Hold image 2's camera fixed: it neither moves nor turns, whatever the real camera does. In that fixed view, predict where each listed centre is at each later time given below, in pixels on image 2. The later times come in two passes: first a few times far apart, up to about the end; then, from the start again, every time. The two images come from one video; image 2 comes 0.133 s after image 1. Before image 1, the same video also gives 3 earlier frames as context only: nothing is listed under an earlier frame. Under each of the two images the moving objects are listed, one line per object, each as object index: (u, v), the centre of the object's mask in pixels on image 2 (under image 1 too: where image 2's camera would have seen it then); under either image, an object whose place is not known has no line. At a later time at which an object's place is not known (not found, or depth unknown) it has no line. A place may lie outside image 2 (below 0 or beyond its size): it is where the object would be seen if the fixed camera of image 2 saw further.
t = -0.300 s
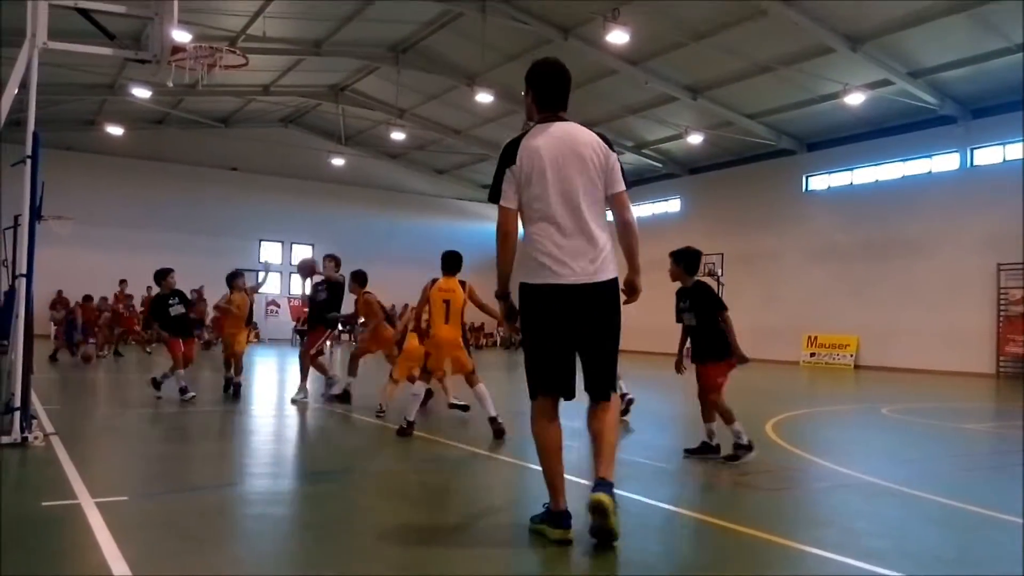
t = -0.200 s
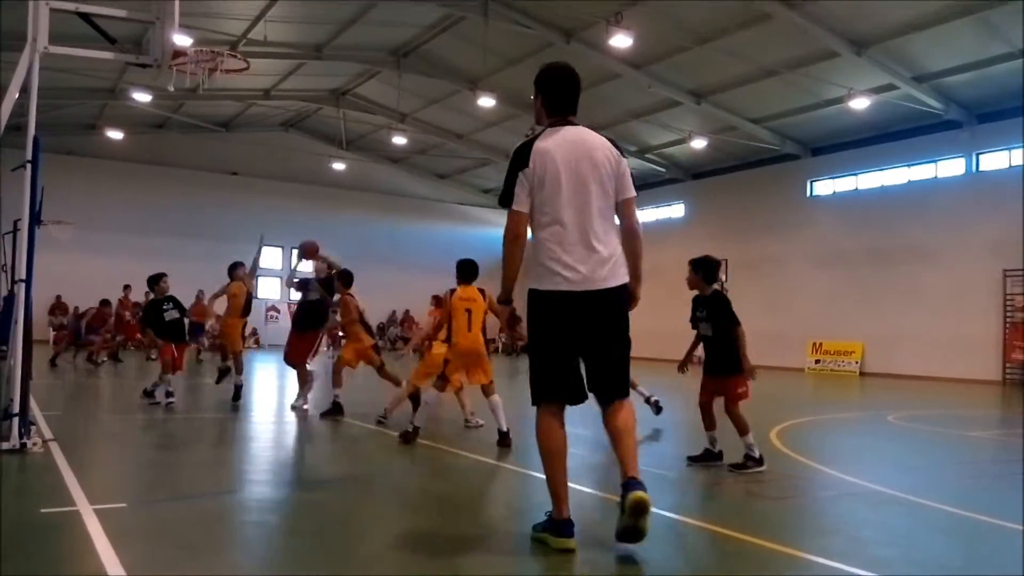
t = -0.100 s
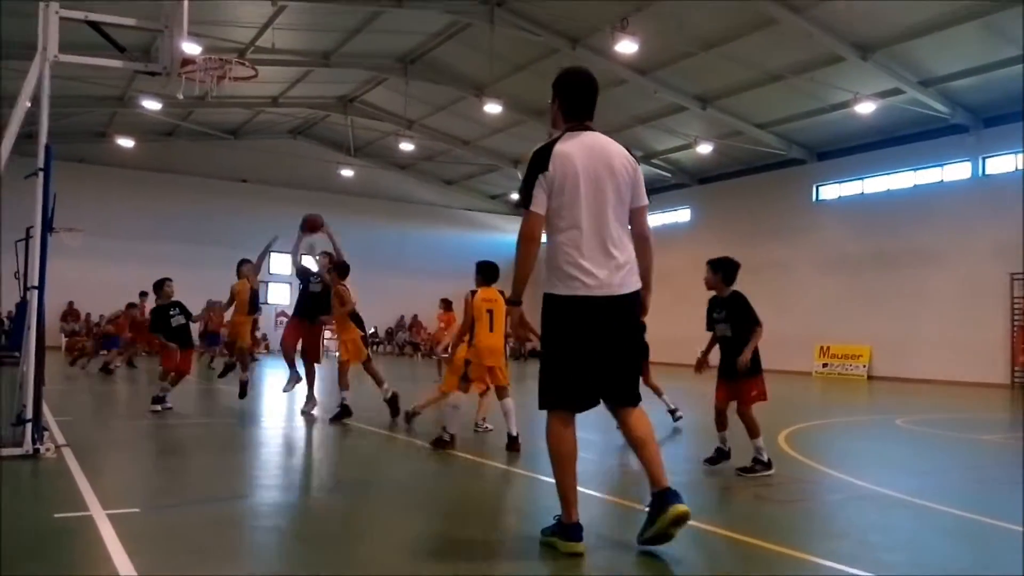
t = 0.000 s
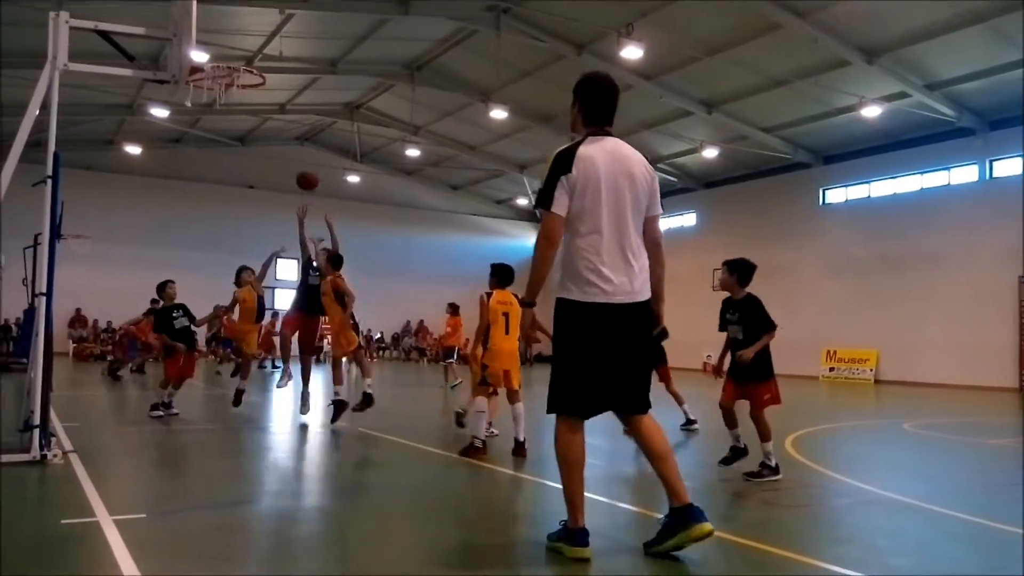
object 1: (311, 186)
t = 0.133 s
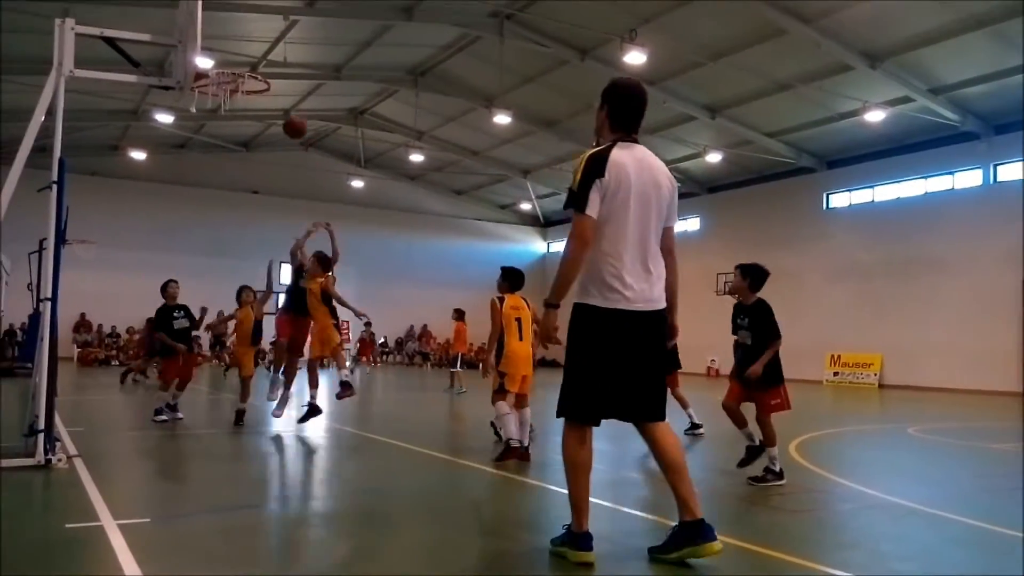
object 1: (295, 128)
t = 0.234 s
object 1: (281, 92)
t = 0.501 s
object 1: (234, 36)
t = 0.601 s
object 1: (214, 34)
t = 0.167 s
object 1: (290, 115)
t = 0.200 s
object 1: (285, 103)
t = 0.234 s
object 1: (281, 92)
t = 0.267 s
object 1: (276, 81)
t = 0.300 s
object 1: (270, 71)
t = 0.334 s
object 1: (265, 64)
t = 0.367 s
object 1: (259, 56)
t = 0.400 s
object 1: (253, 49)
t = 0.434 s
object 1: (248, 44)
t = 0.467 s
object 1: (241, 39)
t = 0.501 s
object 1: (234, 36)
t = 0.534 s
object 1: (227, 34)
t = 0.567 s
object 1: (220, 33)
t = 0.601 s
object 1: (214, 34)
